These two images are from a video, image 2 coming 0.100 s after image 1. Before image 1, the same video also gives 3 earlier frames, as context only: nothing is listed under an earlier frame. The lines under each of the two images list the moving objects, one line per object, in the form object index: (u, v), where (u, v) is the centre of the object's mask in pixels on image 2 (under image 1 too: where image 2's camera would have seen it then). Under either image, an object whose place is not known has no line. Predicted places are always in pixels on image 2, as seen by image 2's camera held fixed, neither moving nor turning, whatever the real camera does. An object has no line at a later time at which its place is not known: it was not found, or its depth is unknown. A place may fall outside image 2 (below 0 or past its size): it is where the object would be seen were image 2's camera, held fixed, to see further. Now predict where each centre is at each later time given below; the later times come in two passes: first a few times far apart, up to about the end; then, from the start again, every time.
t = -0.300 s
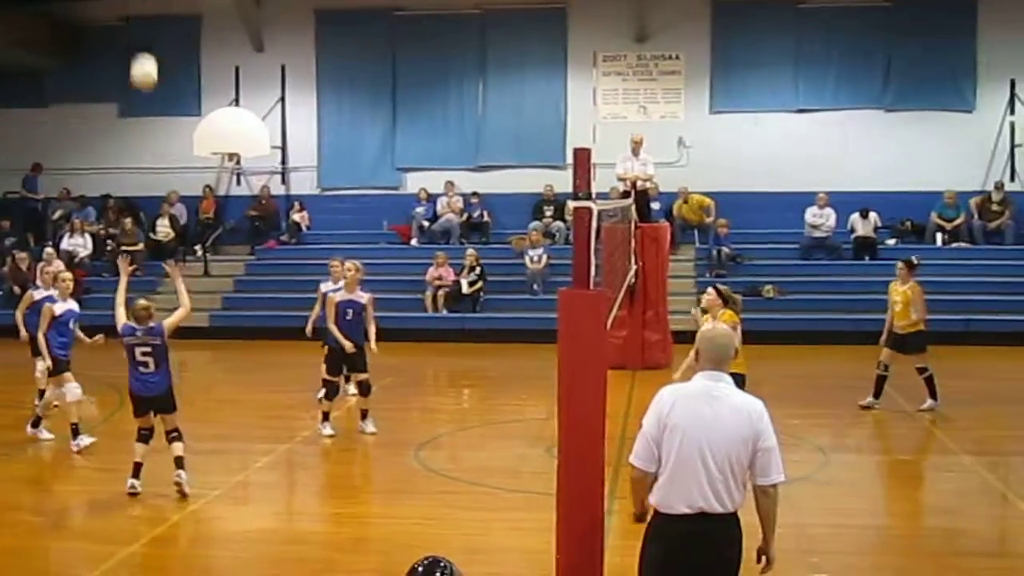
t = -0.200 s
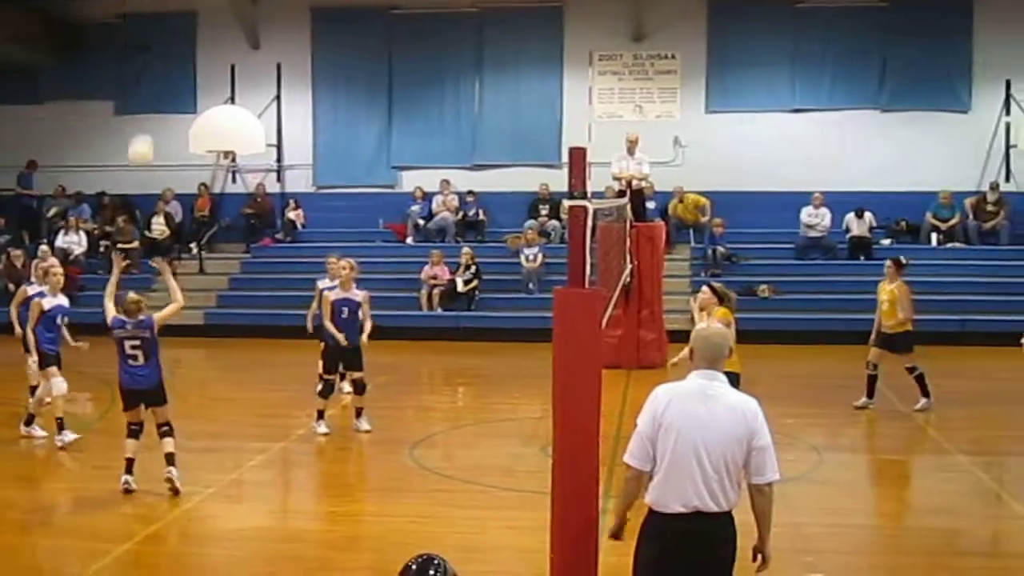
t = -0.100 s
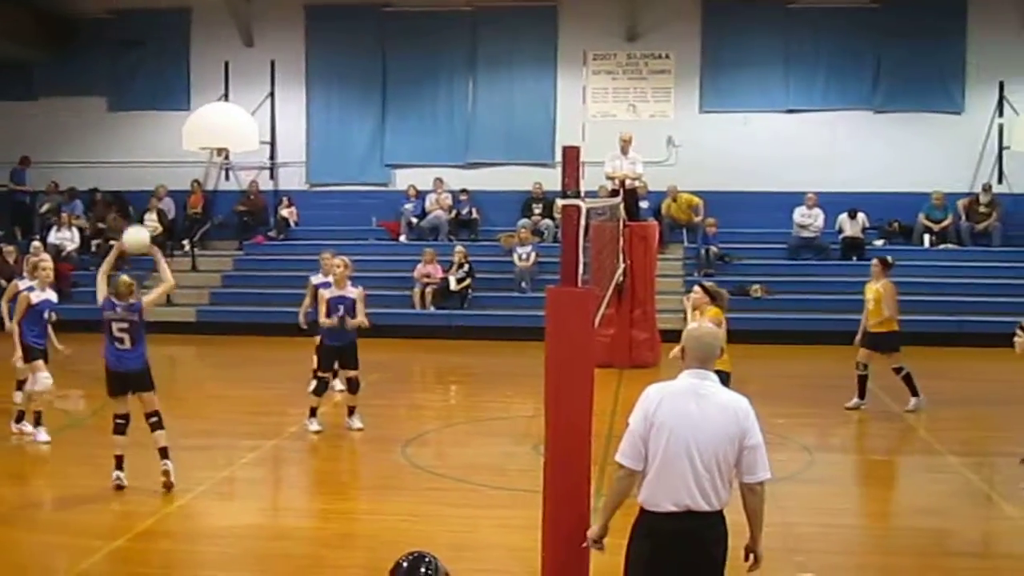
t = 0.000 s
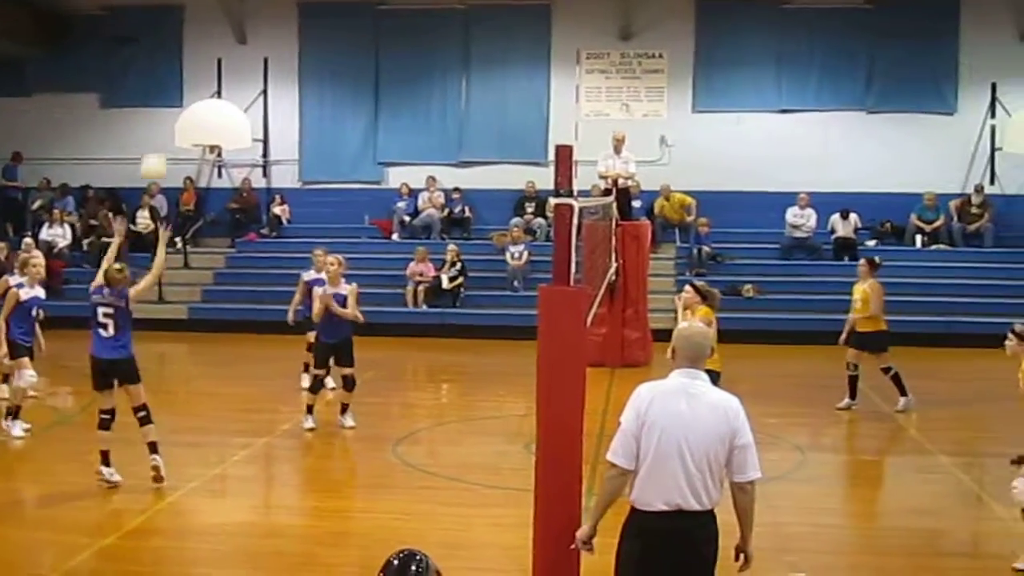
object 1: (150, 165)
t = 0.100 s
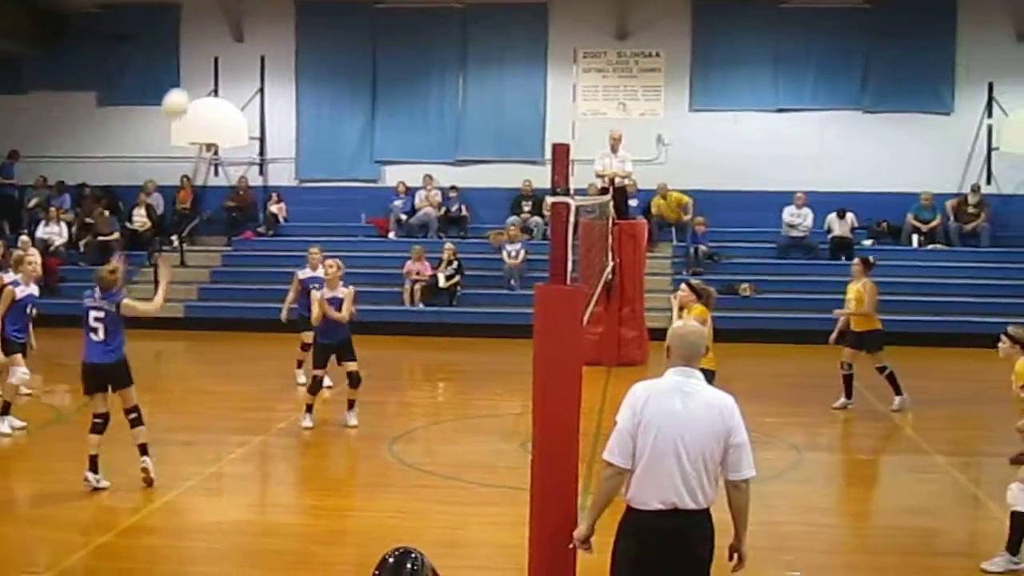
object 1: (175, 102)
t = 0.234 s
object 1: (206, 43)
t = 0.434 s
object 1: (245, 8)
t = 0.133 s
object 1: (183, 87)
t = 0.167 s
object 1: (192, 70)
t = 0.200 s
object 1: (198, 56)
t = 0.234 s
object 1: (206, 43)
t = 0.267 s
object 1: (213, 33)
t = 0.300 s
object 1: (220, 24)
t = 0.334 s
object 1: (227, 16)
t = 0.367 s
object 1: (234, 12)
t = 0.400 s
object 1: (239, 10)
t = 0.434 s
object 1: (245, 8)
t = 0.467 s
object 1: (252, 7)
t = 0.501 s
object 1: (259, 5)
